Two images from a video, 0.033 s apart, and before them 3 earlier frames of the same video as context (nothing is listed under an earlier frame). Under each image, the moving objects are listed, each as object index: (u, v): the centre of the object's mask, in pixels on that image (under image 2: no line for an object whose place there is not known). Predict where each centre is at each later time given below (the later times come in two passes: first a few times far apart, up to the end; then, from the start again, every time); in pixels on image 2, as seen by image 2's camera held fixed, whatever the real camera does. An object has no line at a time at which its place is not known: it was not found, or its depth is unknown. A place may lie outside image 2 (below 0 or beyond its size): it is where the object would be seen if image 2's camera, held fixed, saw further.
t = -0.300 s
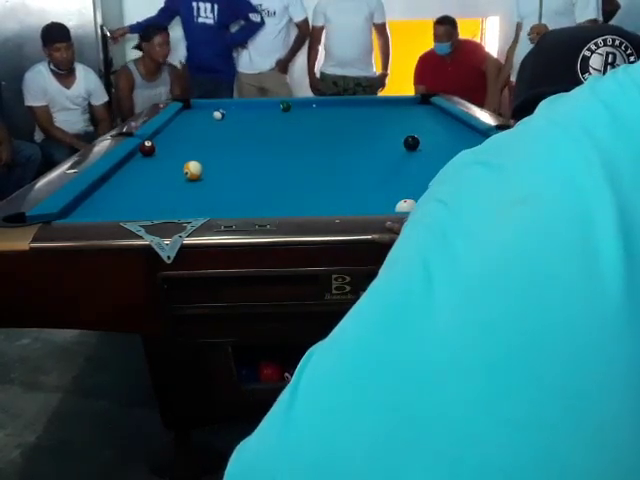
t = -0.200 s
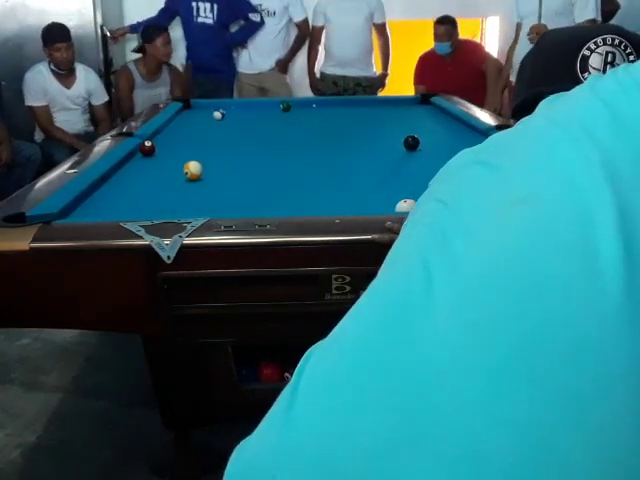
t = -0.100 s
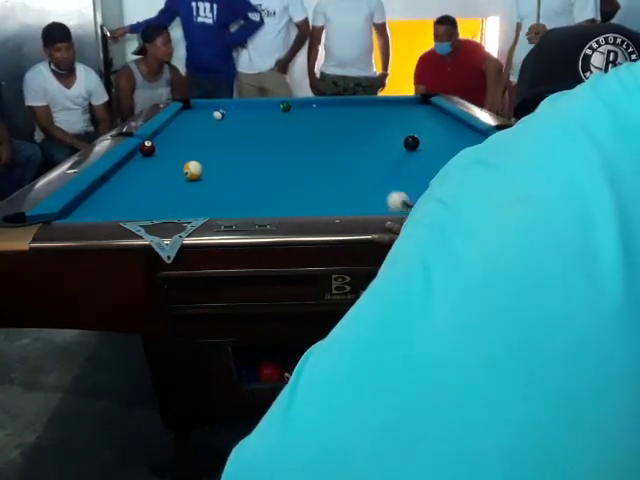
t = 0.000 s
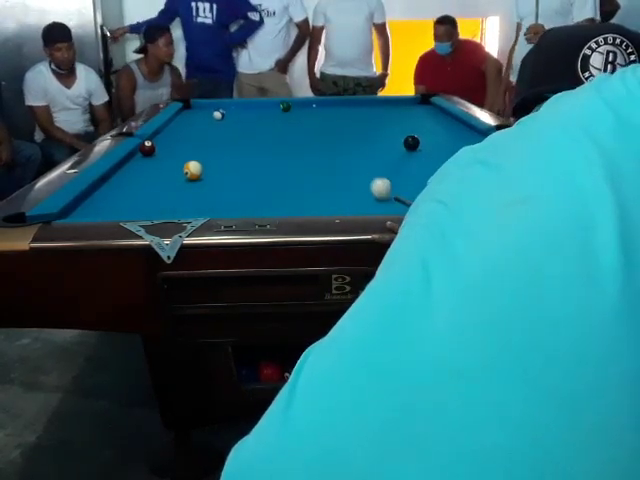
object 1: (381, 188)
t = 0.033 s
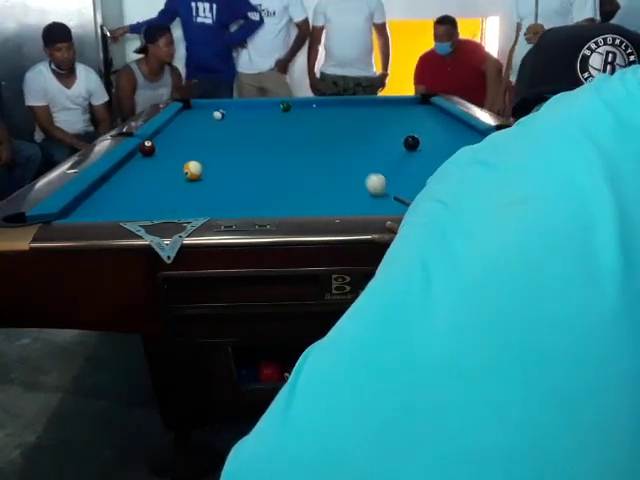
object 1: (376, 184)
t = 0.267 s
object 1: (347, 159)
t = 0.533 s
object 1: (323, 139)
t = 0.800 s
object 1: (306, 124)
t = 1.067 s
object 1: (292, 112)
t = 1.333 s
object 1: (285, 105)
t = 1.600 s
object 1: (286, 105)
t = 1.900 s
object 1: (293, 106)
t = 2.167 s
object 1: (299, 107)
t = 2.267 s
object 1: (299, 107)
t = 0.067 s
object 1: (371, 180)
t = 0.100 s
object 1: (367, 176)
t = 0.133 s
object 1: (362, 173)
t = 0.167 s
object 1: (358, 169)
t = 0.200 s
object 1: (354, 165)
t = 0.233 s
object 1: (350, 162)
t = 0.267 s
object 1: (347, 159)
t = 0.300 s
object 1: (343, 156)
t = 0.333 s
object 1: (340, 153)
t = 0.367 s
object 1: (337, 151)
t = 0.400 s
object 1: (334, 148)
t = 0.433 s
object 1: (331, 146)
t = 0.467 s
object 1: (328, 143)
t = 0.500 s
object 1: (326, 141)
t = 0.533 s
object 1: (323, 139)
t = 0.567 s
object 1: (321, 137)
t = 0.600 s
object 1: (318, 135)
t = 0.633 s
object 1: (316, 133)
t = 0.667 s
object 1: (314, 131)
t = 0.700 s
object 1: (312, 129)
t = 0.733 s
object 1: (310, 127)
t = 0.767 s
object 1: (308, 126)
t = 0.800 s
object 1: (306, 124)
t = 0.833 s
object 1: (304, 121)
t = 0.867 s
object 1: (302, 120)
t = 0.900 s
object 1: (300, 119)
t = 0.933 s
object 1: (298, 118)
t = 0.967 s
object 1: (297, 116)
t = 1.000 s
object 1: (295, 114)
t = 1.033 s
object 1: (294, 113)
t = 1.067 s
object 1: (292, 112)
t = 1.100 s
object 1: (291, 111)
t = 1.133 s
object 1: (290, 110)
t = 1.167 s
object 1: (288, 108)
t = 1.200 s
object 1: (287, 107)
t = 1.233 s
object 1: (286, 107)
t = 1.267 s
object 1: (286, 107)
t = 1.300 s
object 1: (285, 106)
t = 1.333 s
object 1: (285, 105)
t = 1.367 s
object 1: (285, 105)
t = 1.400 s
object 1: (285, 105)
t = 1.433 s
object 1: (284, 104)
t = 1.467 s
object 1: (283, 104)
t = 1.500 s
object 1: (283, 104)
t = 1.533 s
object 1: (284, 104)
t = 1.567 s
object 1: (285, 105)
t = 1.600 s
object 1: (286, 105)
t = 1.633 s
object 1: (287, 105)
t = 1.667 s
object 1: (288, 105)
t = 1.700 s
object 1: (288, 105)
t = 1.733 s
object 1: (289, 105)
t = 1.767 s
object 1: (290, 106)
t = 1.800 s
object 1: (291, 106)
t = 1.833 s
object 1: (291, 106)
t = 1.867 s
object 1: (292, 106)
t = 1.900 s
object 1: (293, 106)
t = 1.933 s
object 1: (294, 106)
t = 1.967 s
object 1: (295, 106)
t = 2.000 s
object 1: (296, 106)
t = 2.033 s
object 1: (296, 107)
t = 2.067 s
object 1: (297, 107)
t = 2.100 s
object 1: (297, 107)
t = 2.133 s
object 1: (298, 107)
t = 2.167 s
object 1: (299, 107)
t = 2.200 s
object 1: (299, 107)
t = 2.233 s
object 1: (300, 107)
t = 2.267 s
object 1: (299, 107)
